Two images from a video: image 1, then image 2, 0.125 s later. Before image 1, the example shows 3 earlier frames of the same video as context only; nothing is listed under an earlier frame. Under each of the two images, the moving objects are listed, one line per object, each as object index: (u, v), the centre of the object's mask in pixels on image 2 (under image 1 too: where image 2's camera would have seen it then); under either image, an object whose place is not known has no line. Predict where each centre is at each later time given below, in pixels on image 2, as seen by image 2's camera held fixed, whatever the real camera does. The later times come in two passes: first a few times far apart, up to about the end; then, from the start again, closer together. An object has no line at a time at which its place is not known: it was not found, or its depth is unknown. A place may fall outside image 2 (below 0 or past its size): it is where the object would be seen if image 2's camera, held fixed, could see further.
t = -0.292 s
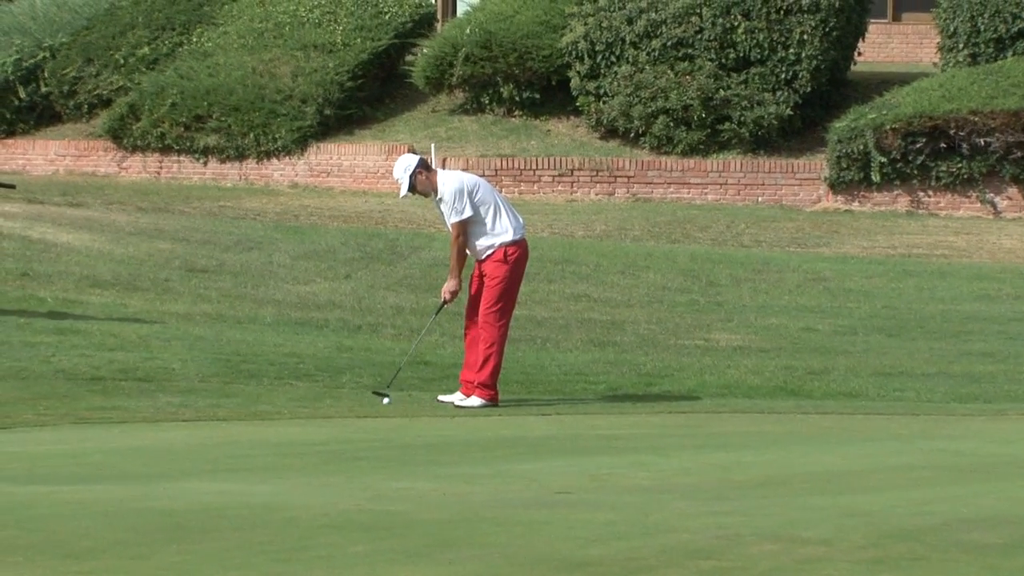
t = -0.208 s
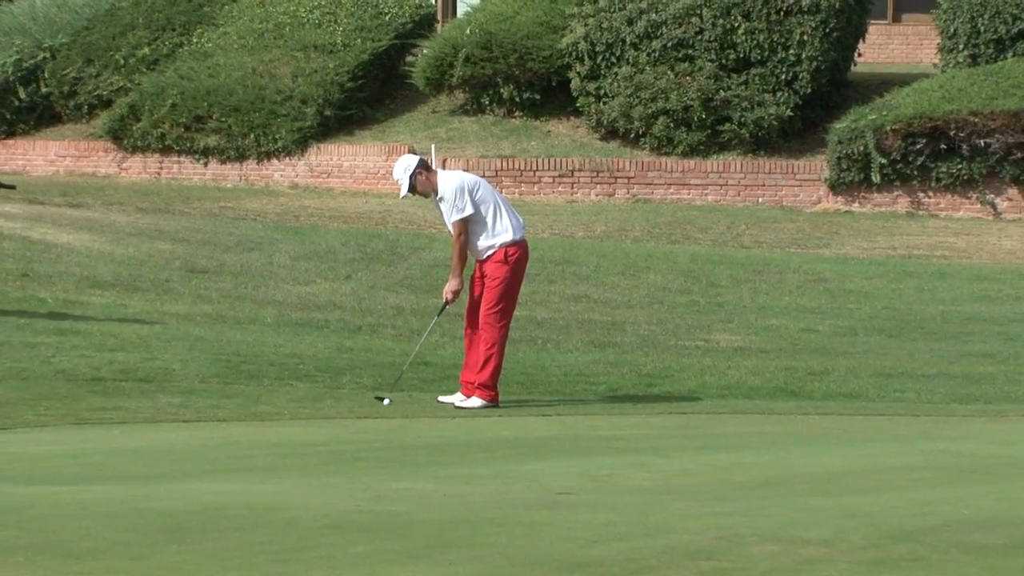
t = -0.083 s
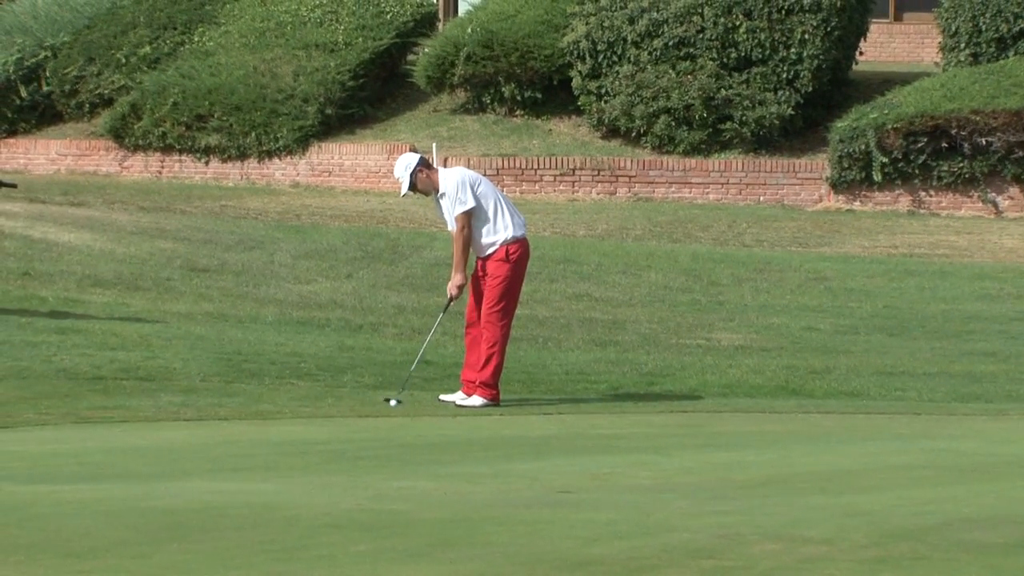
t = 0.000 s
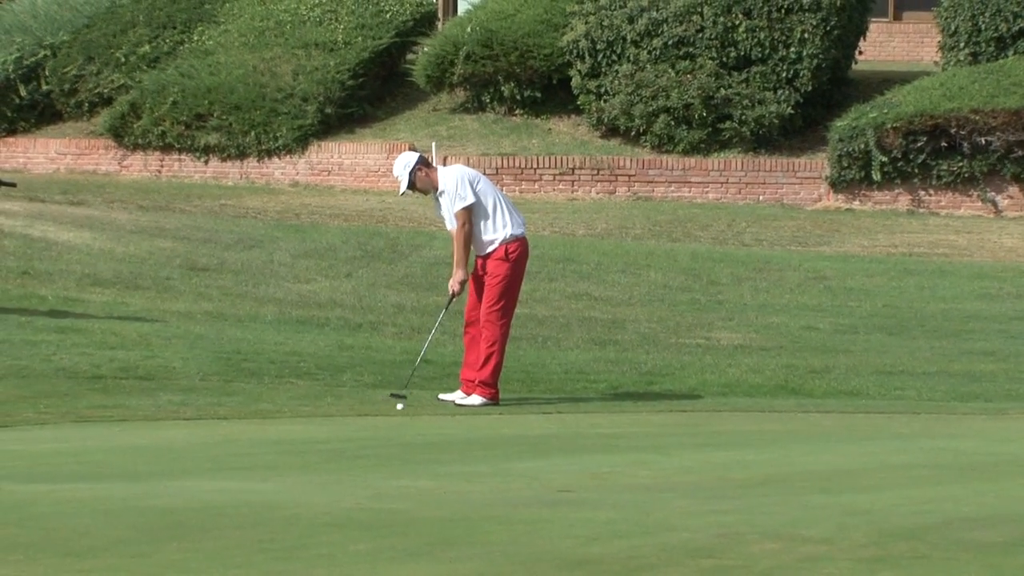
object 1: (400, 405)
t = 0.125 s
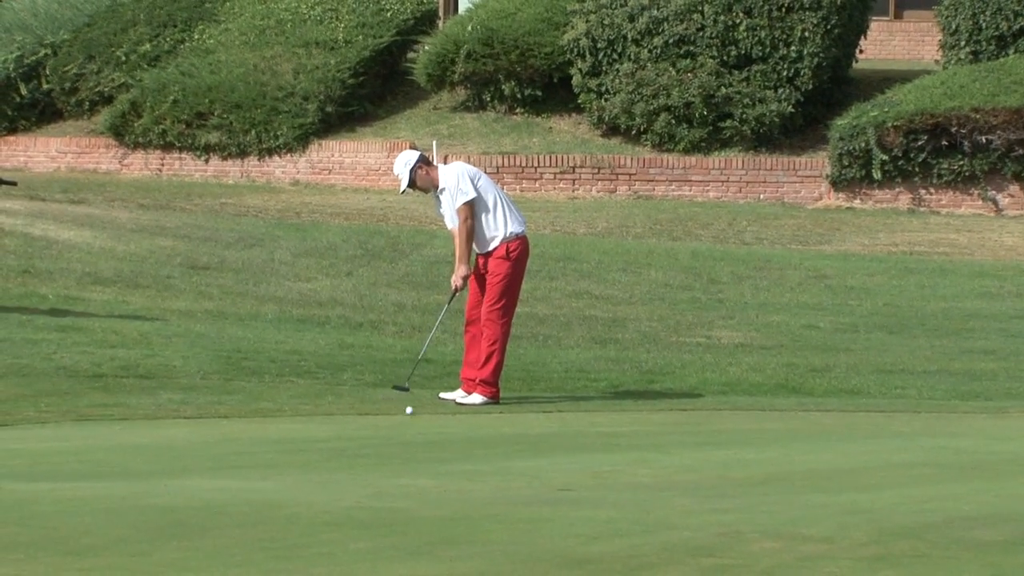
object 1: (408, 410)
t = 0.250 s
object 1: (417, 414)
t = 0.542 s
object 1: (437, 420)
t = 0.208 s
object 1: (414, 413)
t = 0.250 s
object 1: (417, 414)
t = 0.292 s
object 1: (420, 415)
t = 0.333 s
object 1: (423, 416)
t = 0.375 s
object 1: (426, 416)
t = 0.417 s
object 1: (429, 417)
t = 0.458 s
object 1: (431, 418)
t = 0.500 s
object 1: (434, 419)
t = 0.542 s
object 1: (437, 420)
